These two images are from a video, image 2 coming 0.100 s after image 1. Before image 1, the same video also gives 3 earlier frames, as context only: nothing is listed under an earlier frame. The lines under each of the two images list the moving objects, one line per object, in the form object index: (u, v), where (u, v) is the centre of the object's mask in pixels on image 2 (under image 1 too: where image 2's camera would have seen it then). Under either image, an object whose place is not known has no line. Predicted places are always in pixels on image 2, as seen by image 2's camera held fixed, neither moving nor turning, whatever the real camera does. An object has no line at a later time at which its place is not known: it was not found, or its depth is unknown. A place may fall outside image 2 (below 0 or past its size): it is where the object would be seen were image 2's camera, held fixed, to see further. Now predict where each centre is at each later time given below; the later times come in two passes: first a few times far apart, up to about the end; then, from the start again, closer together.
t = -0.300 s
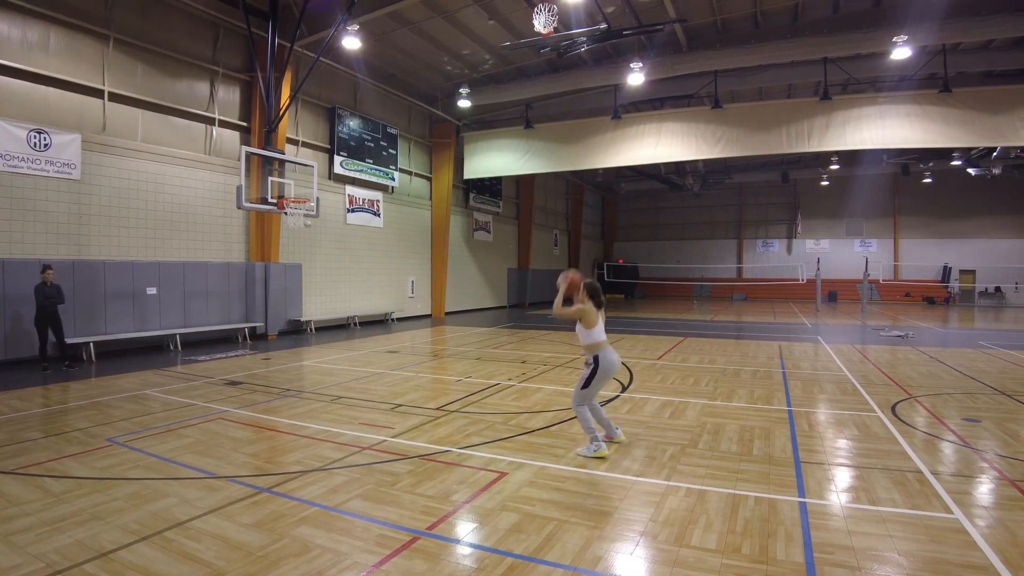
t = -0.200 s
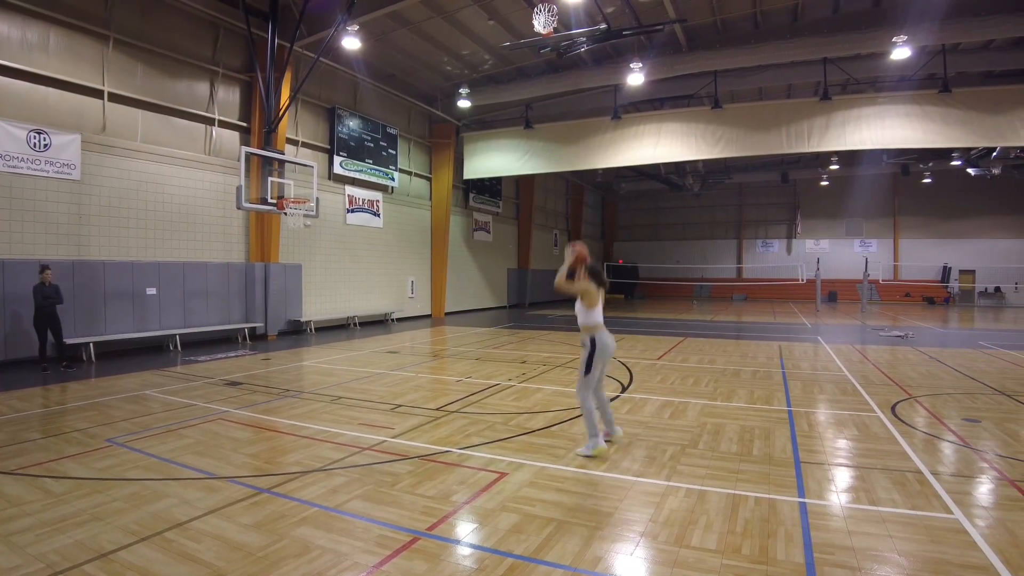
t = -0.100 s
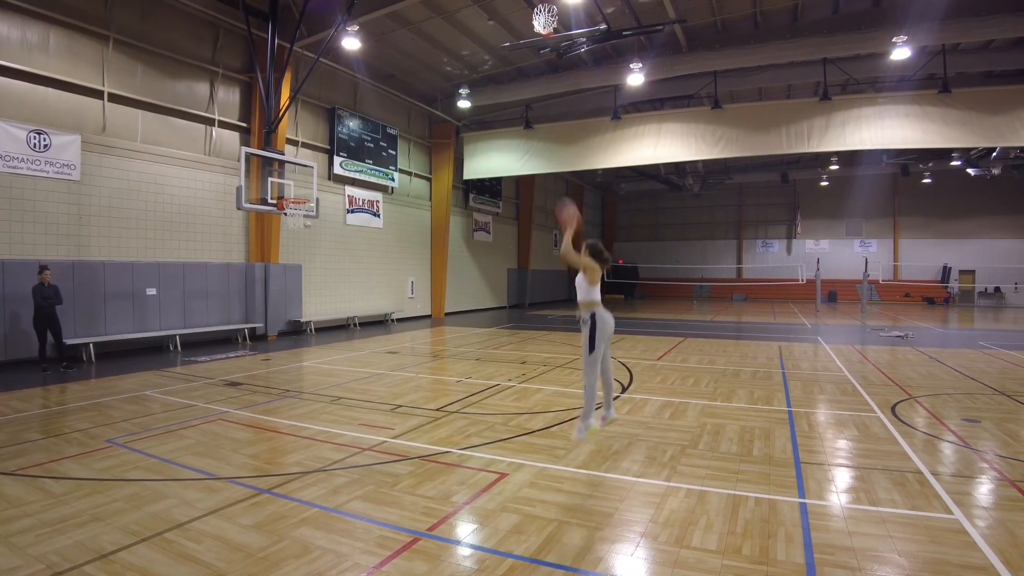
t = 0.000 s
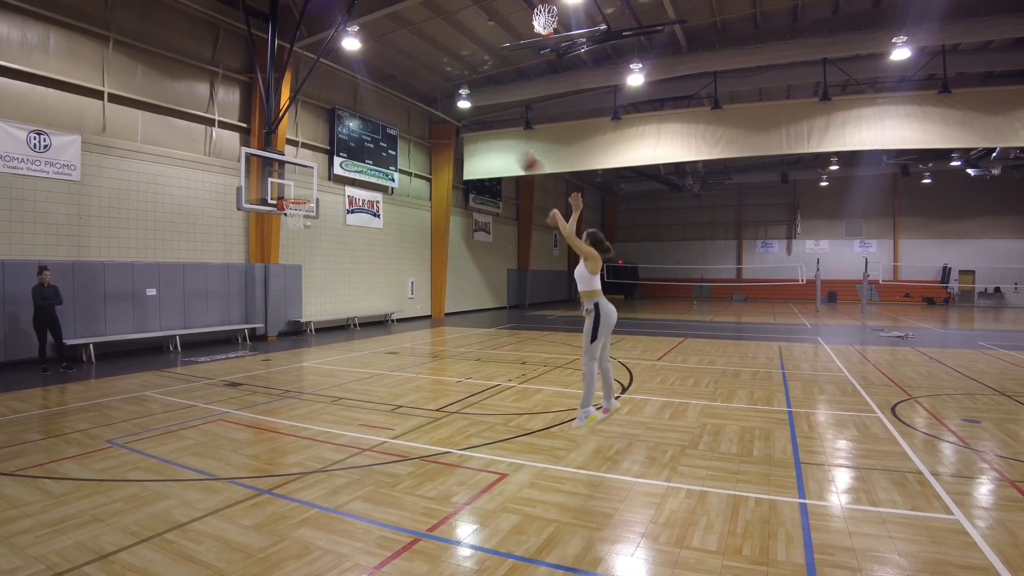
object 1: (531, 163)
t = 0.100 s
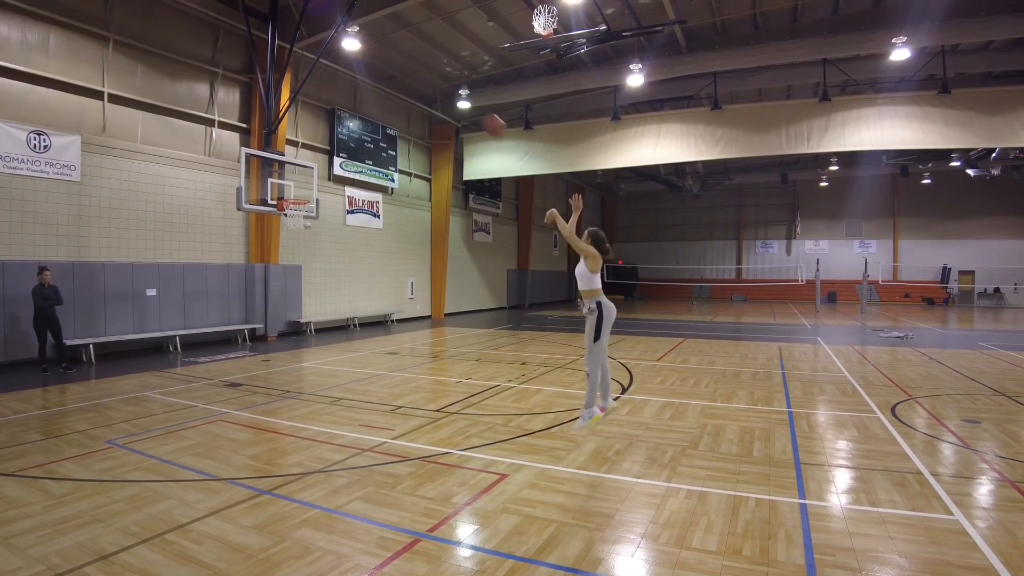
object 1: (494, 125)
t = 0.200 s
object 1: (460, 102)
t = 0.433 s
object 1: (401, 82)
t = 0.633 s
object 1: (361, 93)
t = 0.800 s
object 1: (333, 121)
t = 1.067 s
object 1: (296, 187)
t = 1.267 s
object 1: (300, 229)
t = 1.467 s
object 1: (314, 270)
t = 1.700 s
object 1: (327, 339)
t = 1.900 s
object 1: (342, 313)
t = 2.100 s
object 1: (355, 280)
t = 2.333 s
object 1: (370, 267)
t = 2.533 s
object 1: (384, 276)
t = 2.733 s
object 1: (398, 304)
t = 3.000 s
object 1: (415, 340)
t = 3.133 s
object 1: (422, 318)
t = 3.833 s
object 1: (460, 341)
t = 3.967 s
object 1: (467, 340)
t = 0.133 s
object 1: (483, 118)
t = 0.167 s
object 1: (476, 111)
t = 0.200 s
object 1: (460, 102)
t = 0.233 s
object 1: (450, 95)
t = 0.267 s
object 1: (443, 92)
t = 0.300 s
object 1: (433, 88)
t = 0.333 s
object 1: (425, 85)
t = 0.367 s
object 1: (417, 83)
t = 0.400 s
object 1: (409, 82)
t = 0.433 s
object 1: (401, 82)
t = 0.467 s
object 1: (394, 82)
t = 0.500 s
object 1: (387, 83)
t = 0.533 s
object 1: (381, 84)
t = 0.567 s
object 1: (374, 86)
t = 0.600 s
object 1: (367, 89)
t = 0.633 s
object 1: (361, 93)
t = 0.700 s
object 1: (350, 103)
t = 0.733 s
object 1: (344, 108)
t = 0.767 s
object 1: (338, 114)
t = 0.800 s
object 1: (333, 121)
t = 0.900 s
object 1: (318, 143)
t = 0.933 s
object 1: (313, 151)
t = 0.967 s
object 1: (308, 160)
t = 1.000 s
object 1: (304, 169)
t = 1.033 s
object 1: (300, 179)
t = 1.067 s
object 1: (296, 187)
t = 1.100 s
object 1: (292, 196)
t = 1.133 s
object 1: (290, 205)
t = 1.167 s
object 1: (293, 210)
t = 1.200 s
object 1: (296, 220)
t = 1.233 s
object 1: (298, 223)
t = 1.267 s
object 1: (300, 229)
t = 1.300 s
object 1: (302, 235)
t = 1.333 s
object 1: (305, 241)
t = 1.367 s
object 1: (307, 247)
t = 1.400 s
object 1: (309, 254)
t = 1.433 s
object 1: (312, 262)
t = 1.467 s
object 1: (314, 270)
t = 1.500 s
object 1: (316, 279)
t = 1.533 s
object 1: (318, 288)
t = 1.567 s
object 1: (321, 298)
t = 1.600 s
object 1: (323, 308)
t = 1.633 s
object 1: (324, 319)
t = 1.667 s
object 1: (328, 330)
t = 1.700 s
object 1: (327, 339)
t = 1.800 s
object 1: (336, 335)
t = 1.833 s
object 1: (337, 329)
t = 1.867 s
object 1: (339, 320)
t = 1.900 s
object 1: (342, 313)
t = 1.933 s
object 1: (344, 306)
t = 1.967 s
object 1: (346, 300)
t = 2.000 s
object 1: (348, 294)
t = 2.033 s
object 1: (350, 289)
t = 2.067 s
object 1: (353, 284)
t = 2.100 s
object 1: (355, 280)
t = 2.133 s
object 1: (357, 277)
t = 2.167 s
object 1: (359, 274)
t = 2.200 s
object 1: (362, 271)
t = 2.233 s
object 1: (364, 269)
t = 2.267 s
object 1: (366, 268)
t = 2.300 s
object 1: (368, 267)
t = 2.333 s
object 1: (370, 267)
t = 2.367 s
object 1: (373, 267)
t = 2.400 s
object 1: (375, 268)
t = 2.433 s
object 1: (377, 269)
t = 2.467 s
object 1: (379, 271)
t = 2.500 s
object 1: (382, 273)
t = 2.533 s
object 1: (384, 276)
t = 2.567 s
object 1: (386, 280)
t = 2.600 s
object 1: (388, 284)
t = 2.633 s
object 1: (391, 288)
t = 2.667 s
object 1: (393, 293)
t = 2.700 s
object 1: (395, 299)
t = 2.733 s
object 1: (398, 304)
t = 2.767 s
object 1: (400, 311)
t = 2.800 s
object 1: (403, 319)
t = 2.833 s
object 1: (405, 326)
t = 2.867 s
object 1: (407, 335)
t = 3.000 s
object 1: (415, 340)
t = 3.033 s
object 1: (416, 334)
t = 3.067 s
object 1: (419, 328)
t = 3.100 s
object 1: (421, 322)
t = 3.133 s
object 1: (422, 318)
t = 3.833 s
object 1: (460, 341)
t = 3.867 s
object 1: (462, 348)
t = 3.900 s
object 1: (463, 350)
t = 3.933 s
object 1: (465, 344)
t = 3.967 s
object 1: (467, 340)
